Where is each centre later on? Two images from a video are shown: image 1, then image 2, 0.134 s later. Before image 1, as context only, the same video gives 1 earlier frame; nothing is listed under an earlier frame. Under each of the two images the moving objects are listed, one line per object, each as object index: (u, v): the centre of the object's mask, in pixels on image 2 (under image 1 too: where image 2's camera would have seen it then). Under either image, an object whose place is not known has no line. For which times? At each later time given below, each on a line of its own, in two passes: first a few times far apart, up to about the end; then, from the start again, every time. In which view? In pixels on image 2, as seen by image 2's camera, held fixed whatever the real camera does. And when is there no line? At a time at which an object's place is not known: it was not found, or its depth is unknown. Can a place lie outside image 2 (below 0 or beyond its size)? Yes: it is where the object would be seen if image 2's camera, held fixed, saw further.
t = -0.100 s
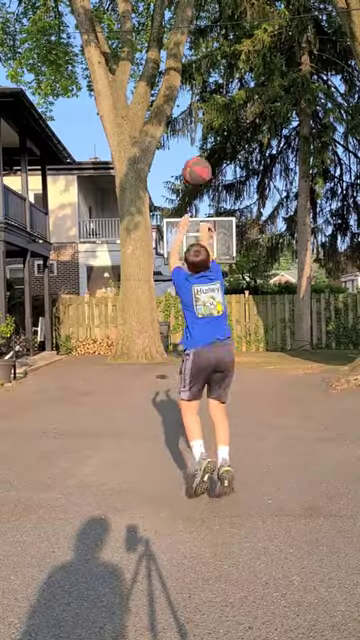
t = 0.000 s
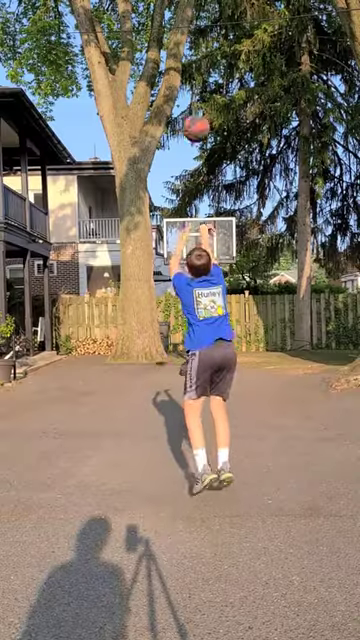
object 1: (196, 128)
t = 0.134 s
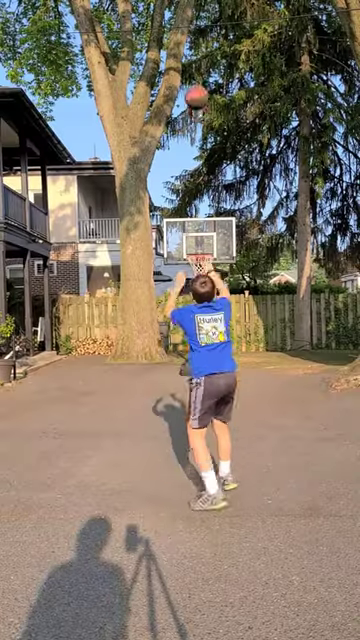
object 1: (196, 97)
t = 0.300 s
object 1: (196, 87)
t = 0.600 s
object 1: (198, 124)
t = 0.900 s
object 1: (200, 203)
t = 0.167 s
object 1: (197, 93)
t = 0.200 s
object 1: (197, 89)
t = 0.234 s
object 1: (197, 88)
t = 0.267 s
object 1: (196, 87)
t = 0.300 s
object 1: (196, 87)
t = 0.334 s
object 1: (197, 89)
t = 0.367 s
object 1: (197, 90)
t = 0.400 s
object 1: (197, 94)
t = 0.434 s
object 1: (198, 97)
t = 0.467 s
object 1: (198, 102)
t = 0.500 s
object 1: (197, 107)
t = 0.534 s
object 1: (198, 111)
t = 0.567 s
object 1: (198, 115)
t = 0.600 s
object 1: (198, 124)
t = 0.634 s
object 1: (198, 132)
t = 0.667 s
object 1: (199, 141)
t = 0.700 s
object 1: (200, 147)
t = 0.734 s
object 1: (199, 156)
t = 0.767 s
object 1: (199, 165)
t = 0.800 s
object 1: (200, 173)
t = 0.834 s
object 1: (200, 183)
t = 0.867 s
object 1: (200, 193)
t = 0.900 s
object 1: (200, 203)
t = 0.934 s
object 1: (201, 214)
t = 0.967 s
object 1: (201, 224)
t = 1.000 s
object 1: (201, 235)
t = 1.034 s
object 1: (201, 247)
